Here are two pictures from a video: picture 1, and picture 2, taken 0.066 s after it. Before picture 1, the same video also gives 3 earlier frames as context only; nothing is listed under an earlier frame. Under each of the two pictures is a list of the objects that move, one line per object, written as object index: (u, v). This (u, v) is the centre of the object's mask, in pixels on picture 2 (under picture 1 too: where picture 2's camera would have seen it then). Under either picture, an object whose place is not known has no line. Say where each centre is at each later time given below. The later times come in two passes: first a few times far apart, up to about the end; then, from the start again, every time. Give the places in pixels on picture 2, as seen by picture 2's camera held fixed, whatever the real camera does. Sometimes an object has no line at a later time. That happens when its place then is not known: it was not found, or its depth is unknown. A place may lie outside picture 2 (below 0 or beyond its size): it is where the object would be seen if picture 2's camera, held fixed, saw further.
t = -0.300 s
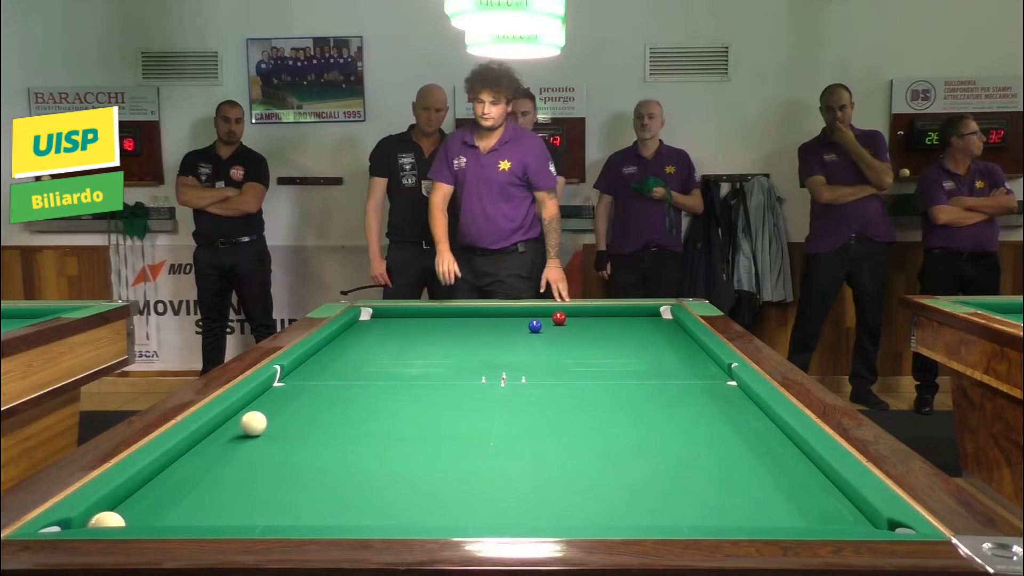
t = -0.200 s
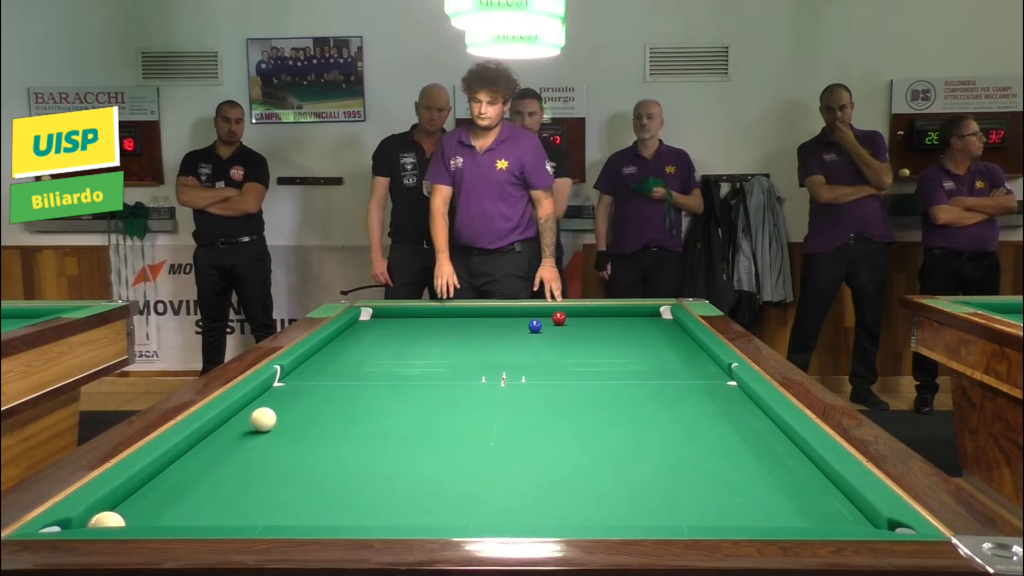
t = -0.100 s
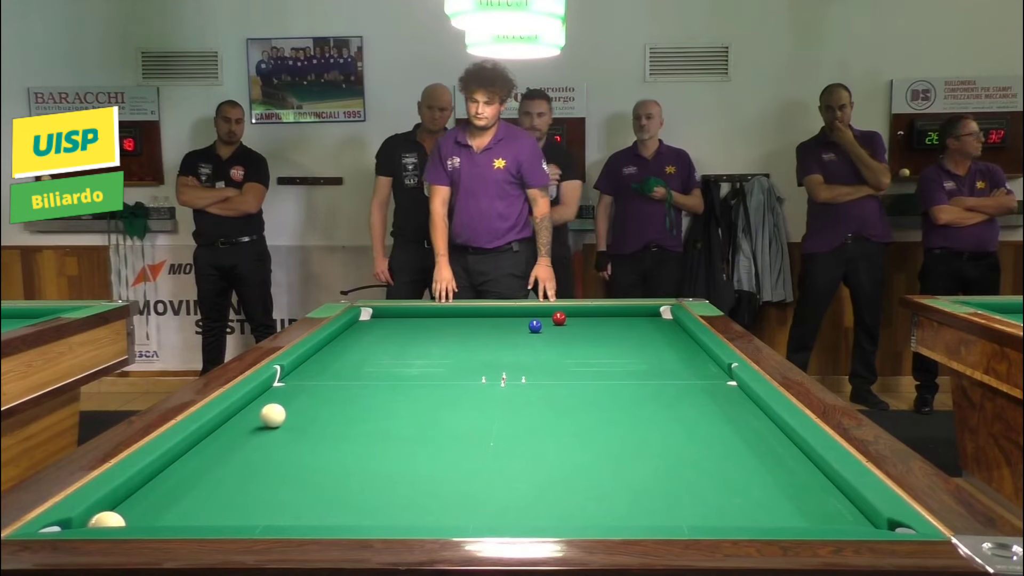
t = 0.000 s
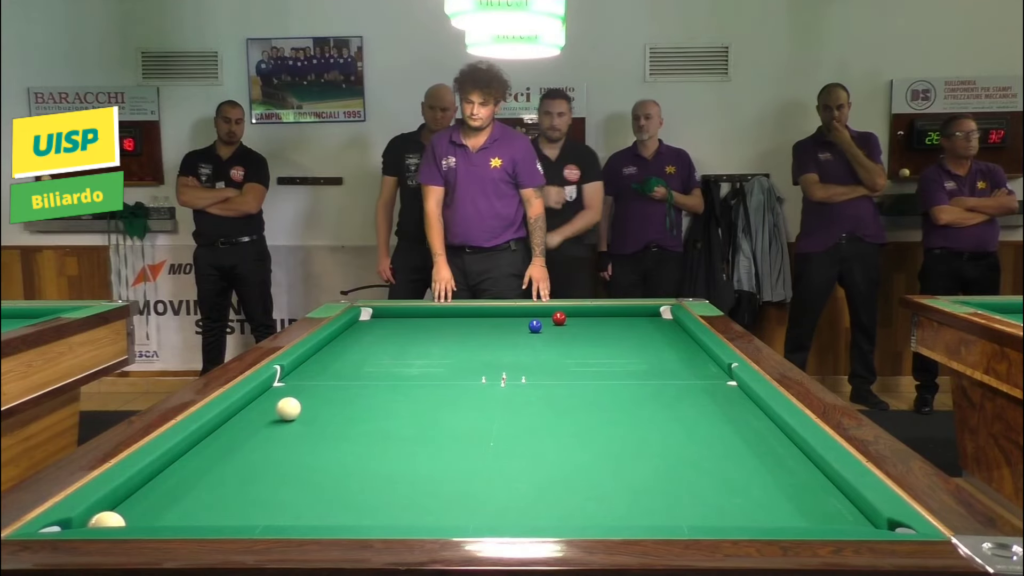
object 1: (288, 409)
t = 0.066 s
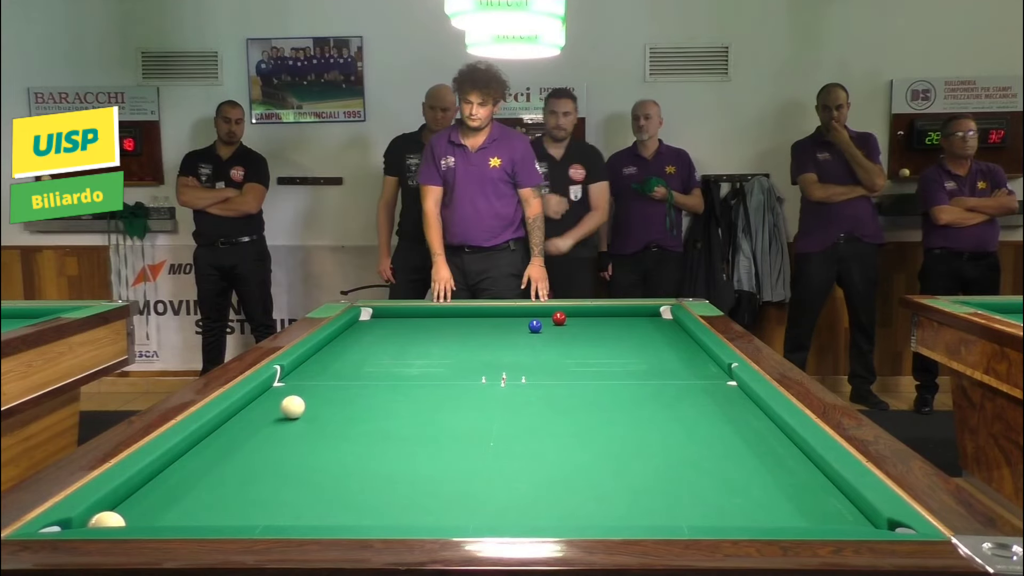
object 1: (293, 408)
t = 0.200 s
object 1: (305, 403)
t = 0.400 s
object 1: (324, 394)
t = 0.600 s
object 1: (341, 387)
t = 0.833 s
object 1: (360, 379)
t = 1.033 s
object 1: (375, 373)
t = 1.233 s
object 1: (388, 367)
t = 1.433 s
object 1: (401, 362)
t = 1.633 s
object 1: (412, 357)
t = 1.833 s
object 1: (423, 353)
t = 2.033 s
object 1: (433, 349)
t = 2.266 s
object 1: (444, 344)
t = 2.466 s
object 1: (452, 340)
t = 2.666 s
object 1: (461, 337)
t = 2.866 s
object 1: (468, 333)
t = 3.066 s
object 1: (474, 331)
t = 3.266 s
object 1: (481, 328)
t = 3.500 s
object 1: (487, 325)
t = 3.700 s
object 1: (493, 323)
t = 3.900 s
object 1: (499, 320)
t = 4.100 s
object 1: (504, 318)
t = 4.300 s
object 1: (509, 316)
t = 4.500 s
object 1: (513, 315)
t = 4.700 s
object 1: (517, 313)
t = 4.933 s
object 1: (520, 313)
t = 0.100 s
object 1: (295, 407)
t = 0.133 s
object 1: (299, 405)
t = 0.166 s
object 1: (303, 403)
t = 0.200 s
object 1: (305, 403)
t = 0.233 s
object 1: (309, 401)
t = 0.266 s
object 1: (313, 399)
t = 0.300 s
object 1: (315, 398)
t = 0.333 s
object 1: (320, 396)
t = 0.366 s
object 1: (322, 395)
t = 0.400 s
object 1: (324, 394)
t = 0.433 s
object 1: (327, 393)
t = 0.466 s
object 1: (331, 391)
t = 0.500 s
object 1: (333, 391)
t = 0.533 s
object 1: (335, 390)
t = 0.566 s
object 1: (338, 389)
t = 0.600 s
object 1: (341, 387)
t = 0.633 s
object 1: (346, 385)
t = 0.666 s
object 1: (348, 384)
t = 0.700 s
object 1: (350, 384)
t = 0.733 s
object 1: (353, 382)
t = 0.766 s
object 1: (356, 381)
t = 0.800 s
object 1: (358, 380)
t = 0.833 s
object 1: (360, 379)
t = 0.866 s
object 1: (363, 378)
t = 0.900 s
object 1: (365, 377)
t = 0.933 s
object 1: (368, 376)
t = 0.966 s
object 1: (369, 375)
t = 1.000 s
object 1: (372, 374)
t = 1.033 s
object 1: (375, 373)
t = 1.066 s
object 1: (378, 372)
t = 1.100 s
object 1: (379, 371)
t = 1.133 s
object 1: (382, 370)
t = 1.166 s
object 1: (384, 369)
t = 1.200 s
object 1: (386, 368)
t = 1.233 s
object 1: (388, 367)
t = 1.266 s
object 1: (391, 366)
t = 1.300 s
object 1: (392, 366)
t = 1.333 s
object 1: (395, 365)
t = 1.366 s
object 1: (397, 364)
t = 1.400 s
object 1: (398, 363)
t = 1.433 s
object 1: (401, 362)
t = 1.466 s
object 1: (403, 361)
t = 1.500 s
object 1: (404, 361)
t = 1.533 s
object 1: (407, 360)
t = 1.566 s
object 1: (409, 359)
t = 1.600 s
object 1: (410, 358)
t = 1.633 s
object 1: (412, 357)
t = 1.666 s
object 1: (414, 356)
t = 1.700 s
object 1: (416, 356)
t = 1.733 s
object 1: (419, 355)
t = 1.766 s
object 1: (421, 354)
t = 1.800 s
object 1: (422, 353)
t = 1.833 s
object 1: (423, 353)
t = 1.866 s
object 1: (425, 352)
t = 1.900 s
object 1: (426, 352)
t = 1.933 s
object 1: (429, 350)
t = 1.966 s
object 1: (431, 350)
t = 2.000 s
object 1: (432, 349)
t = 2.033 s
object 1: (433, 349)
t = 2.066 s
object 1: (435, 348)
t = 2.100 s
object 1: (436, 347)
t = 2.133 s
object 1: (437, 347)
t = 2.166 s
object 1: (439, 346)
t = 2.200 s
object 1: (440, 346)
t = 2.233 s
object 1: (442, 345)
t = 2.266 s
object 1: (444, 344)
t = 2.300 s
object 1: (445, 343)
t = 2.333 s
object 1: (446, 343)
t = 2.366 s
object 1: (448, 342)
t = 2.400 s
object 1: (449, 342)
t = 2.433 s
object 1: (450, 341)
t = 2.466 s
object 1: (452, 340)
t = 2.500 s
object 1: (453, 340)
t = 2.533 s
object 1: (454, 339)
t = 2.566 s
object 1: (456, 339)
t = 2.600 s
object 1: (458, 338)
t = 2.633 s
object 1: (460, 337)
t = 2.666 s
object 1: (461, 337)
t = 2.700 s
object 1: (461, 336)
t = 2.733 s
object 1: (462, 336)
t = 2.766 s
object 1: (464, 335)
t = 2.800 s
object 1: (465, 335)
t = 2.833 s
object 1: (467, 334)
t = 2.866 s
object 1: (468, 333)
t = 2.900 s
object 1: (469, 333)
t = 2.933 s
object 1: (470, 333)
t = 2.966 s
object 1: (471, 332)
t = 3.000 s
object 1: (472, 332)
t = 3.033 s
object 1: (473, 331)
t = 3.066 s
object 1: (474, 331)
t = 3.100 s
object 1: (475, 330)
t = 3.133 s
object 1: (476, 330)
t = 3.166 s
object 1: (477, 329)
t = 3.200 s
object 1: (478, 329)
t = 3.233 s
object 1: (479, 329)
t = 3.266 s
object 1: (481, 328)
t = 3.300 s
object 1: (482, 328)
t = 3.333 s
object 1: (482, 327)
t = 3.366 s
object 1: (484, 327)
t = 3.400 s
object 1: (484, 327)
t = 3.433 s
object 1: (486, 326)
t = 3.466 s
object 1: (487, 326)
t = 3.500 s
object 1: (487, 325)
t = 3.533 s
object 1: (488, 325)
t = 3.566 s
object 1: (490, 324)
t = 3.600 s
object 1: (490, 324)
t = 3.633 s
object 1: (491, 324)
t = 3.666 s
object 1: (492, 323)
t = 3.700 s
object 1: (493, 323)
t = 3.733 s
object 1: (494, 322)
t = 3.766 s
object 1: (495, 322)
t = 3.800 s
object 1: (496, 322)
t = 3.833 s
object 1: (497, 321)
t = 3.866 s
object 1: (498, 321)
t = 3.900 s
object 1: (499, 320)
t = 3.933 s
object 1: (500, 320)
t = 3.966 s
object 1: (501, 319)
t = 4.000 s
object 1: (502, 319)
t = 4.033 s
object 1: (502, 319)
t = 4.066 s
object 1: (503, 318)
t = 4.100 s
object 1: (504, 318)
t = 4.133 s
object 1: (505, 318)
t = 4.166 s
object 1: (506, 317)
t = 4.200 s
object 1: (506, 317)
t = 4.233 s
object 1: (507, 317)
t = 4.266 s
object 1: (508, 317)
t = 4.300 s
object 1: (509, 316)
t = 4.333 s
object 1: (509, 316)
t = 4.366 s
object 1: (510, 316)
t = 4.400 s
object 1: (510, 315)
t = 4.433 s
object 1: (511, 315)
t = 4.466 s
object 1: (512, 315)
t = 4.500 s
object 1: (513, 315)
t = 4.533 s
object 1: (514, 314)
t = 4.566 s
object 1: (514, 314)
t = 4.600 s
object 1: (515, 314)
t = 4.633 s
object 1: (515, 313)
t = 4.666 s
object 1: (516, 313)
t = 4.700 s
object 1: (517, 313)
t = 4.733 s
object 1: (517, 313)
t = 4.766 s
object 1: (518, 312)
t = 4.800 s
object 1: (518, 312)
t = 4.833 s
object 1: (519, 313)
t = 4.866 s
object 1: (519, 313)
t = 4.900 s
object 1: (520, 313)
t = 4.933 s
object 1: (520, 313)
